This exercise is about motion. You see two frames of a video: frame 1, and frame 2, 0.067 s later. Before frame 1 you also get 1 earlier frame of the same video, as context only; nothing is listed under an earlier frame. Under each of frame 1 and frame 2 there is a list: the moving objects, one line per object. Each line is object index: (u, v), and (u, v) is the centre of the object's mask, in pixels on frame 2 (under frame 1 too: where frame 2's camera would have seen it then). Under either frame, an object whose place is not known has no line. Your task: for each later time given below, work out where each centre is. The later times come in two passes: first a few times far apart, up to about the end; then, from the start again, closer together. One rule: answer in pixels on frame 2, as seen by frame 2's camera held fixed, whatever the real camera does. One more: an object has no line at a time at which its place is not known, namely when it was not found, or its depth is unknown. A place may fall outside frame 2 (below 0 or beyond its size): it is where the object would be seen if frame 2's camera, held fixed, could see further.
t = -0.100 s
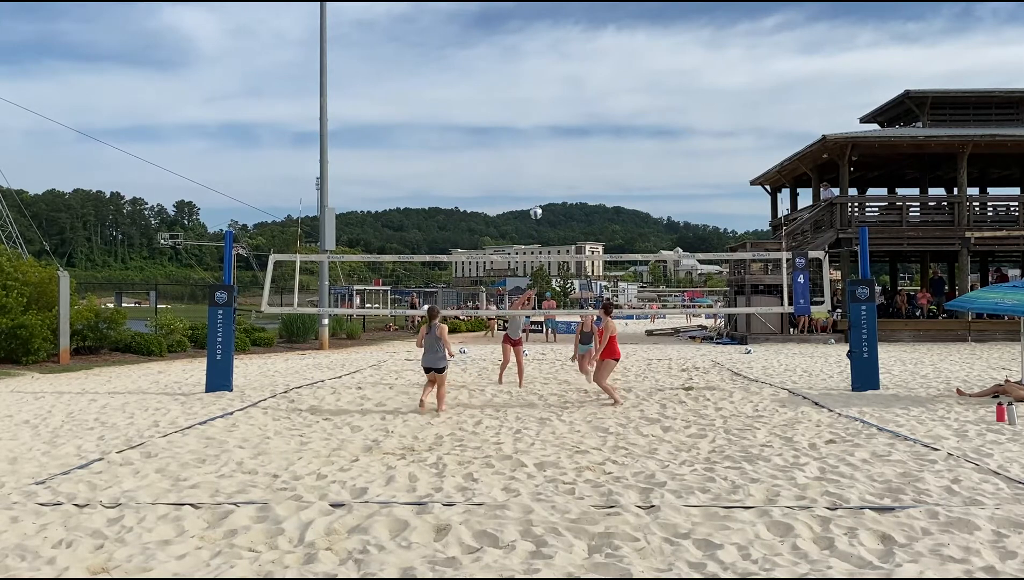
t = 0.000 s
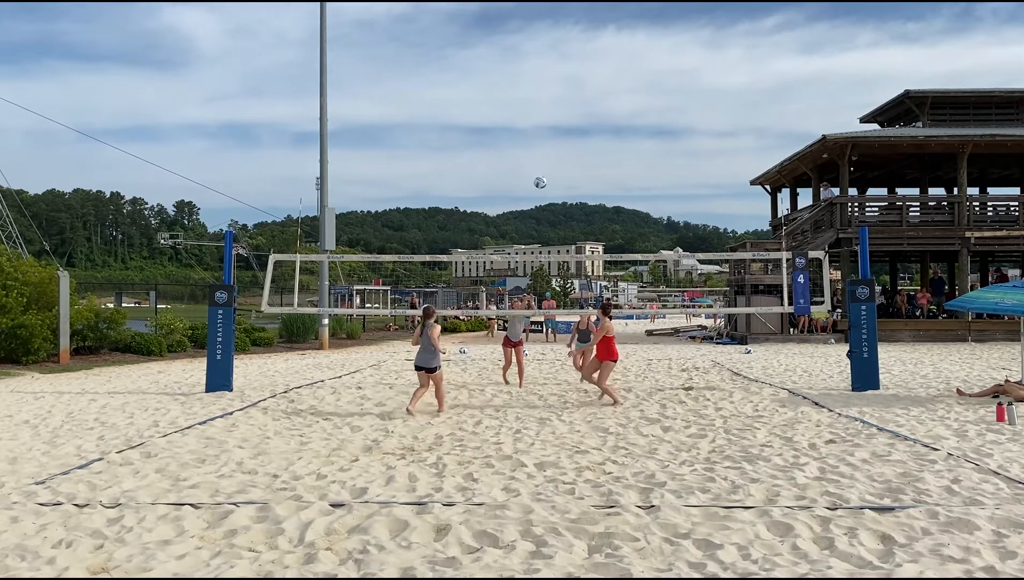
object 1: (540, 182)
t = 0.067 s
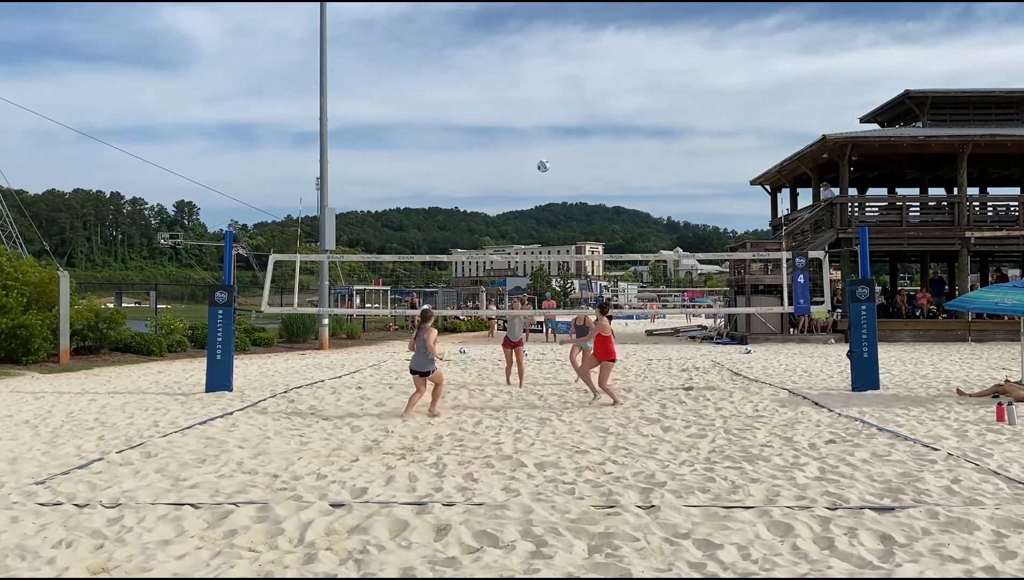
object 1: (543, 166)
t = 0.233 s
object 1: (550, 135)
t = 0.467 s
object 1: (561, 120)
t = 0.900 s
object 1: (579, 172)
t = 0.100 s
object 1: (545, 158)
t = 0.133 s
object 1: (546, 152)
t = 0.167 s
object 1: (548, 146)
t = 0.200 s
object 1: (549, 140)
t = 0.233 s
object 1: (550, 135)
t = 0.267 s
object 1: (552, 131)
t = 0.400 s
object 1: (558, 121)
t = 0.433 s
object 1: (559, 120)
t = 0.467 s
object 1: (561, 120)
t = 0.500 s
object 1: (562, 120)
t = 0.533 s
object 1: (563, 121)
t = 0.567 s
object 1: (565, 122)
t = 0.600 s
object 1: (566, 125)
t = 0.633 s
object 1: (568, 127)
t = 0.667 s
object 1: (569, 131)
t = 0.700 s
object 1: (571, 135)
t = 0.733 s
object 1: (572, 140)
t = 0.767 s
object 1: (573, 145)
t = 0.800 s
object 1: (575, 151)
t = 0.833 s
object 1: (576, 157)
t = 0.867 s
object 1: (577, 164)
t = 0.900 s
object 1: (579, 172)
